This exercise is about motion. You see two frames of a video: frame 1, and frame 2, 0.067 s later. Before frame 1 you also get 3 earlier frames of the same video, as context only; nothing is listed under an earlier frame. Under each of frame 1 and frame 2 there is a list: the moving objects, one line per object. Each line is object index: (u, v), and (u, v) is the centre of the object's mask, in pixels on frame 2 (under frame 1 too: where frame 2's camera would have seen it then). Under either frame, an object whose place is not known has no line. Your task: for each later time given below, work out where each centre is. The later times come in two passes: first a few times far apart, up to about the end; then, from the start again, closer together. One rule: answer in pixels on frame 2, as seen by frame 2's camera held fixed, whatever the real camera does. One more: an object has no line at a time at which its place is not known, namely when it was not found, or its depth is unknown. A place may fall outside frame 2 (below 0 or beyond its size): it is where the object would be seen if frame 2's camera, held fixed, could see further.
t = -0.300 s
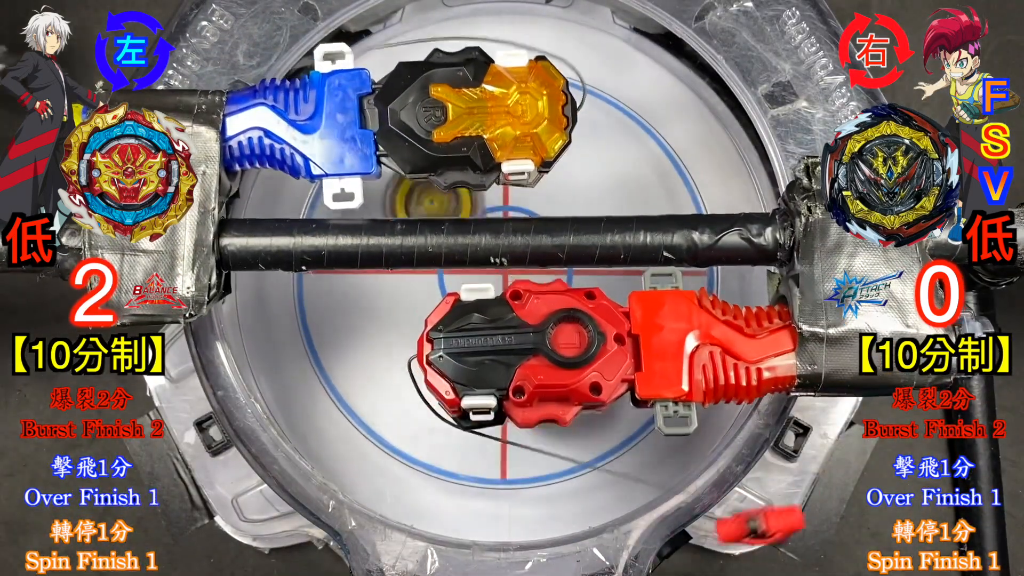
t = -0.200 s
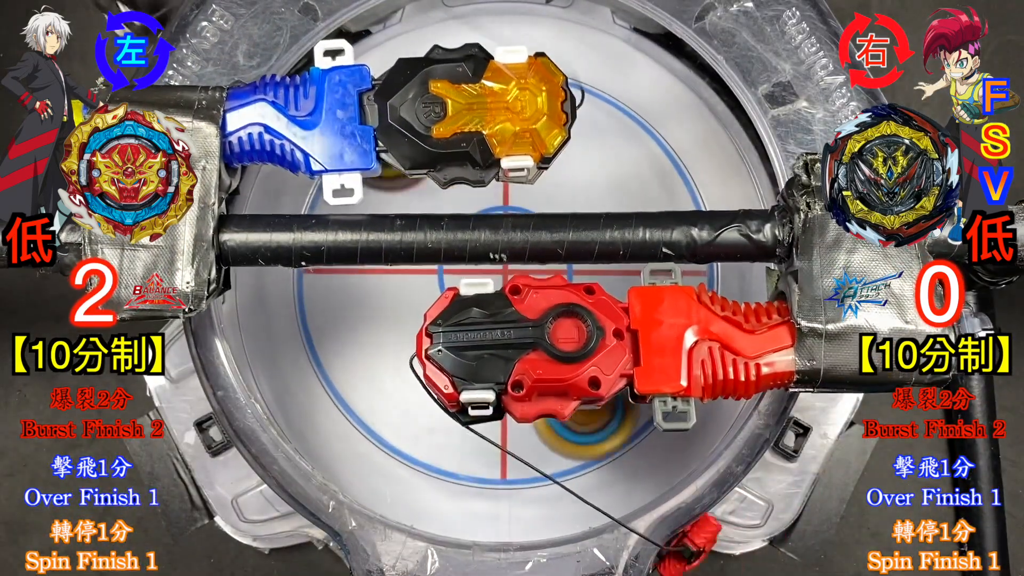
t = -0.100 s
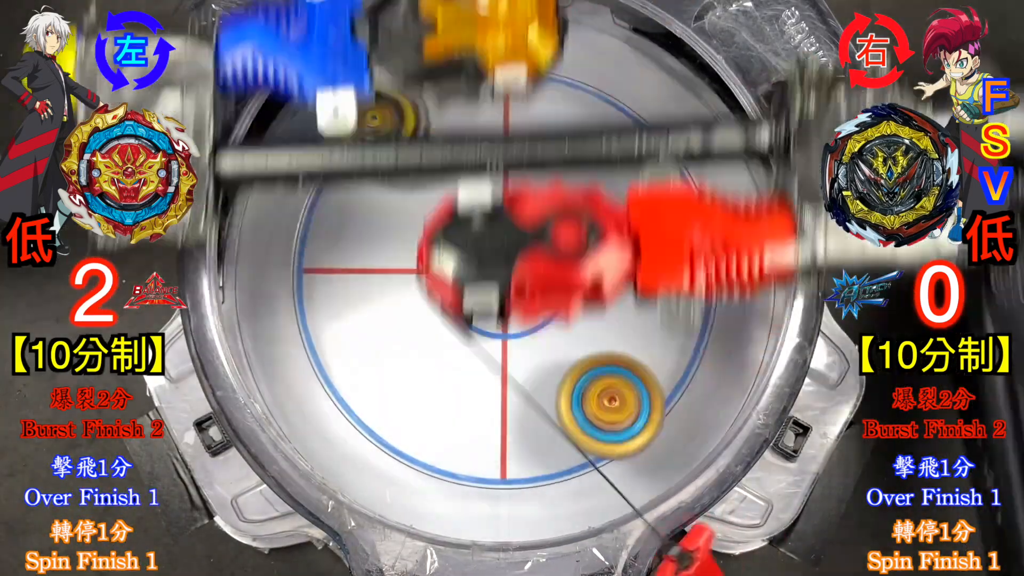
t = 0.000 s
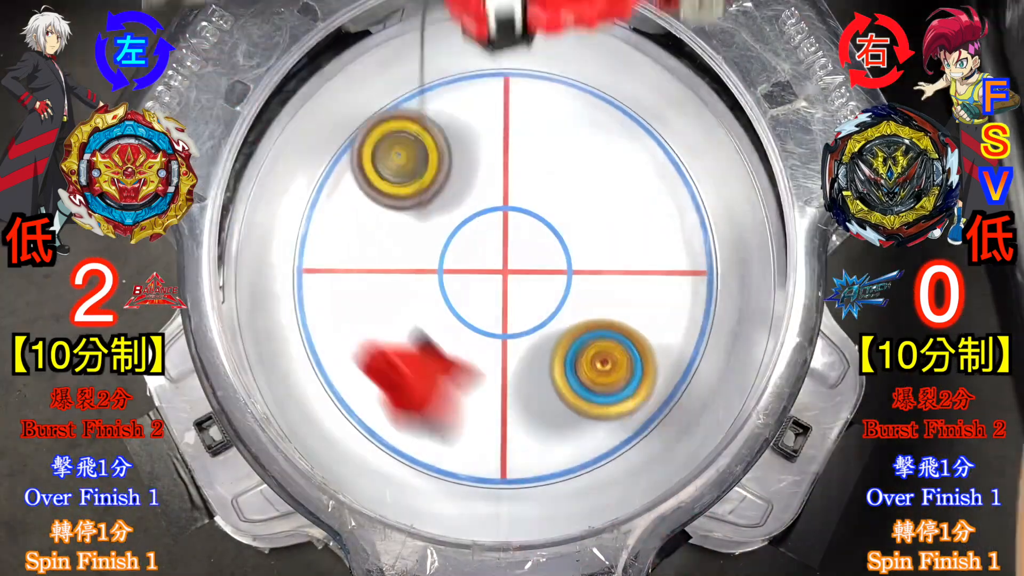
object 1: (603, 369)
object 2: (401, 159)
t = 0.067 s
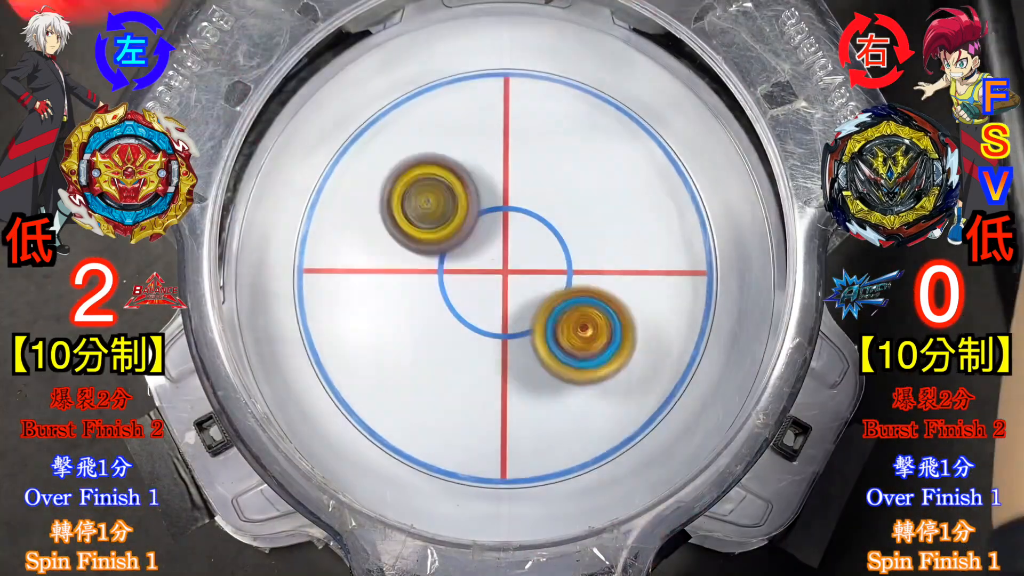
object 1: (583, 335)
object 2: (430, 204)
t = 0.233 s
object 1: (686, 313)
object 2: (395, 304)
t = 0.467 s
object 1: (615, 351)
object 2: (399, 379)
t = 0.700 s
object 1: (654, 275)
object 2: (357, 370)
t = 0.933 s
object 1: (674, 292)
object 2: (438, 287)
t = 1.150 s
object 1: (598, 411)
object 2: (452, 167)
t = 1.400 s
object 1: (507, 403)
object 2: (381, 151)
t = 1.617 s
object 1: (562, 375)
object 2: (339, 152)
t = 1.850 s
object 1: (641, 352)
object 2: (405, 224)
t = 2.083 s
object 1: (611, 237)
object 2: (491, 379)
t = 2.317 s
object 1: (663, 188)
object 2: (530, 355)
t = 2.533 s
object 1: (683, 236)
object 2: (518, 203)
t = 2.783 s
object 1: (616, 320)
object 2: (353, 156)
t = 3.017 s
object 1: (511, 273)
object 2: (302, 326)
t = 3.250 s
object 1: (710, 167)
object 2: (551, 385)
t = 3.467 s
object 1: (616, 178)
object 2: (740, 270)
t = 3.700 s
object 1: (346, 75)
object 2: (635, 205)
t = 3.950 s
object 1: (317, 217)
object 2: (413, 179)
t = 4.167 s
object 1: (356, 377)
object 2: (468, 305)
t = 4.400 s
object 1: (488, 355)
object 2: (646, 332)
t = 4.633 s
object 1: (468, 110)
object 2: (672, 202)
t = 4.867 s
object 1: (511, 108)
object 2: (576, 300)
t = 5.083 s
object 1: (413, 313)
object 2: (504, 508)
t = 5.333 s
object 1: (275, 205)
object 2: (497, 459)
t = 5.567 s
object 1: (343, 104)
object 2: (550, 219)
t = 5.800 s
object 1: (399, 182)
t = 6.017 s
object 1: (426, 317)
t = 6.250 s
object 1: (354, 381)
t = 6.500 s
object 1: (301, 280)
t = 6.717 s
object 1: (438, 157)
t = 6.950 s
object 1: (605, 150)
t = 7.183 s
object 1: (653, 306)
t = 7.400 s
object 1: (659, 166)
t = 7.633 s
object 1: (614, 172)
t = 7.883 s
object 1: (590, 178)
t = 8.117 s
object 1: (599, 158)
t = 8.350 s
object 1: (503, 204)
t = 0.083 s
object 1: (578, 326)
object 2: (437, 218)
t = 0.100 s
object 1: (573, 318)
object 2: (445, 231)
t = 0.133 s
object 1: (562, 303)
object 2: (463, 260)
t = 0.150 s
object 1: (578, 302)
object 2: (456, 269)
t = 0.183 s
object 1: (621, 304)
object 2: (428, 282)
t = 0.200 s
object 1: (643, 306)
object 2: (415, 289)
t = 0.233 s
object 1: (686, 313)
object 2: (395, 304)
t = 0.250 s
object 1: (707, 319)
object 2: (387, 311)
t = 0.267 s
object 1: (724, 324)
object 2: (379, 318)
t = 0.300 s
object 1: (731, 330)
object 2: (367, 332)
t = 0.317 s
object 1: (724, 334)
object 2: (365, 339)
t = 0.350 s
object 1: (706, 339)
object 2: (363, 352)
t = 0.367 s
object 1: (697, 341)
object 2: (364, 358)
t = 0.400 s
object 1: (672, 344)
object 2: (369, 367)
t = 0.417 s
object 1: (658, 346)
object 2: (375, 371)
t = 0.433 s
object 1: (646, 349)
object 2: (382, 374)
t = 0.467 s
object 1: (615, 351)
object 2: (399, 379)
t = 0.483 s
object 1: (600, 350)
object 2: (409, 381)
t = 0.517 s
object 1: (566, 349)
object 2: (433, 381)
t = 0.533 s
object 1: (549, 347)
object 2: (447, 380)
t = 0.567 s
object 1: (569, 331)
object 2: (421, 384)
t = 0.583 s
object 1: (580, 324)
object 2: (409, 385)
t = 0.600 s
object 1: (590, 315)
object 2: (398, 385)
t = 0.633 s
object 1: (613, 299)
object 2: (379, 382)
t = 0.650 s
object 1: (622, 292)
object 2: (372, 380)
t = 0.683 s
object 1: (644, 279)
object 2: (360, 374)
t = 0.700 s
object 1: (654, 275)
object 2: (357, 370)
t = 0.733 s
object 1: (676, 268)
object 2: (355, 360)
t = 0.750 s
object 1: (686, 267)
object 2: (355, 355)
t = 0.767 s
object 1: (697, 265)
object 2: (357, 348)
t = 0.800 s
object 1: (710, 266)
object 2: (366, 336)
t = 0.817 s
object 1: (712, 266)
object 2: (372, 330)
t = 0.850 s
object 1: (710, 271)
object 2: (387, 317)
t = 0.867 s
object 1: (705, 274)
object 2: (396, 310)
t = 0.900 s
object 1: (691, 282)
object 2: (416, 299)
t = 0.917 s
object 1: (682, 286)
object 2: (427, 293)
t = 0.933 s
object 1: (674, 292)
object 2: (438, 287)
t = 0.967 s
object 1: (653, 299)
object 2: (461, 279)
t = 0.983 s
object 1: (640, 304)
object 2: (472, 275)
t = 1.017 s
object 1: (616, 310)
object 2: (493, 268)
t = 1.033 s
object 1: (600, 315)
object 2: (502, 264)
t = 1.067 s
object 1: (597, 340)
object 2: (494, 239)
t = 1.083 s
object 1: (599, 355)
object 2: (487, 224)
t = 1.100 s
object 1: (600, 372)
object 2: (478, 208)
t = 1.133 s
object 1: (600, 398)
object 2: (460, 180)
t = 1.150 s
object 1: (598, 411)
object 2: (452, 167)
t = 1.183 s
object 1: (594, 431)
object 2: (434, 145)
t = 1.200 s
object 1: (589, 439)
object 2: (426, 135)
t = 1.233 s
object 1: (581, 451)
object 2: (410, 120)
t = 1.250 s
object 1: (574, 453)
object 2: (403, 115)
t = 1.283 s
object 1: (562, 454)
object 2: (392, 110)
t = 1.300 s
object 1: (554, 451)
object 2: (388, 110)
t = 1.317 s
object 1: (548, 447)
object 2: (385, 113)
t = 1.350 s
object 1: (532, 433)
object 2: (381, 123)
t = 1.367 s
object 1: (523, 426)
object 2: (380, 131)
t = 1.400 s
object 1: (507, 403)
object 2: (381, 151)
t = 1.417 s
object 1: (498, 390)
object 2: (383, 163)
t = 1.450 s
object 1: (482, 362)
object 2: (389, 190)
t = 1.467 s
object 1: (476, 344)
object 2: (393, 205)
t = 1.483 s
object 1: (470, 328)
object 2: (398, 221)
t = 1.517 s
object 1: (480, 325)
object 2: (389, 219)
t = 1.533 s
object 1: (493, 336)
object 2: (378, 206)
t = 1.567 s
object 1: (522, 354)
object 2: (359, 181)
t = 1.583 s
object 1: (535, 362)
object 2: (352, 170)
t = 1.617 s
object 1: (562, 375)
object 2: (339, 152)
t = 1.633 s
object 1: (573, 378)
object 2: (336, 146)
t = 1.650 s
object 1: (587, 382)
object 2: (334, 143)
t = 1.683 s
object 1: (607, 385)
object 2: (334, 141)
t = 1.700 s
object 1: (616, 387)
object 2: (336, 142)
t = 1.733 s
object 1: (631, 384)
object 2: (346, 151)
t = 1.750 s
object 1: (636, 382)
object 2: (352, 158)
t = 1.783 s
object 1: (643, 375)
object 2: (367, 177)
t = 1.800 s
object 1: (644, 370)
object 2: (376, 187)
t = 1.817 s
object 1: (645, 365)
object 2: (385, 199)
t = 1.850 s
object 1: (641, 352)
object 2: (405, 224)
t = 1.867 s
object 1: (637, 347)
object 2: (416, 237)
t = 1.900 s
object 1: (628, 332)
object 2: (438, 264)
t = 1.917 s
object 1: (621, 325)
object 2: (449, 278)
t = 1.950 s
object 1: (605, 310)
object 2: (472, 303)
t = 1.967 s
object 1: (596, 301)
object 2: (484, 314)
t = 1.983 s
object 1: (591, 293)
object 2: (491, 326)
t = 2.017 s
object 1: (600, 273)
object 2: (490, 347)
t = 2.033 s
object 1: (603, 263)
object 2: (489, 356)
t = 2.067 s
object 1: (608, 246)
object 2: (491, 373)
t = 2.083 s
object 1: (611, 237)
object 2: (491, 379)
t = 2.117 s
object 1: (614, 223)
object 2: (494, 390)
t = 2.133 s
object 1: (616, 218)
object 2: (496, 393)
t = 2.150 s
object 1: (619, 212)
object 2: (497, 394)
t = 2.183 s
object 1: (626, 201)
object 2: (503, 396)
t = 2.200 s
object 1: (631, 199)
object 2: (505, 394)
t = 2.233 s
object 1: (641, 193)
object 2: (511, 389)
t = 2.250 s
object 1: (646, 190)
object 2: (515, 384)
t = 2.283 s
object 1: (656, 188)
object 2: (522, 372)
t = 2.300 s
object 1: (661, 188)
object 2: (526, 363)
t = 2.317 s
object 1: (663, 188)
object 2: (530, 355)
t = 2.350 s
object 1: (669, 191)
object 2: (539, 335)
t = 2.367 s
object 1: (671, 193)
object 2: (542, 324)
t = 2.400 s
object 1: (671, 200)
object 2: (550, 300)
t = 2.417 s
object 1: (670, 205)
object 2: (552, 286)
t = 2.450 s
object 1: (665, 215)
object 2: (558, 260)
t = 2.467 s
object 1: (661, 219)
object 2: (558, 245)
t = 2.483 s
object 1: (665, 224)
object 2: (551, 234)
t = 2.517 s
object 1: (678, 233)
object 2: (528, 212)
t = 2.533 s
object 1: (683, 236)
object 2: (518, 203)
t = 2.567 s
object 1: (689, 246)
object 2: (493, 182)
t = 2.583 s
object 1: (690, 253)
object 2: (482, 174)
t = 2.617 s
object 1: (689, 265)
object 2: (457, 159)
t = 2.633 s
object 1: (686, 269)
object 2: (445, 153)
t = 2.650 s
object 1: (683, 277)
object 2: (433, 148)
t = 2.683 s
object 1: (673, 289)
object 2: (409, 142)
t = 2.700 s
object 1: (666, 294)
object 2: (398, 141)
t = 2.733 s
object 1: (649, 305)
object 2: (377, 143)
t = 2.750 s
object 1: (639, 312)
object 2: (368, 146)
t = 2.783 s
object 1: (616, 320)
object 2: (353, 156)
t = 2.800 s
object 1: (604, 323)
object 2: (346, 162)
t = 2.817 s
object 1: (591, 327)
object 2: (341, 171)
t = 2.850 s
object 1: (564, 333)
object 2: (334, 190)
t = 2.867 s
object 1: (550, 334)
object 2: (333, 202)
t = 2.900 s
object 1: (522, 334)
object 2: (334, 228)
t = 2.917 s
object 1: (507, 332)
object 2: (336, 241)
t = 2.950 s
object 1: (481, 319)
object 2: (345, 272)
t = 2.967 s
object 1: (469, 308)
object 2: (352, 287)
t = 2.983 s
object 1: (464, 295)
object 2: (354, 302)
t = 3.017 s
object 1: (511, 273)
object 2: (302, 326)
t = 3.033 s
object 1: (533, 261)
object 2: (283, 338)
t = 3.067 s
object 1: (574, 236)
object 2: (286, 353)
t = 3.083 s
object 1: (595, 224)
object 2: (300, 359)
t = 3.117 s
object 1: (631, 201)
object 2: (342, 371)
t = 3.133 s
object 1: (647, 189)
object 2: (366, 378)
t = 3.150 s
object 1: (663, 181)
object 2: (391, 381)
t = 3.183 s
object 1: (687, 165)
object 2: (442, 389)
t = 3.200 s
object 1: (696, 162)
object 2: (471, 390)
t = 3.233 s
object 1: (707, 164)
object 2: (525, 388)
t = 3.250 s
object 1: (710, 167)
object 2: (551, 385)
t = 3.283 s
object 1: (713, 169)
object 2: (604, 375)
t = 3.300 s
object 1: (713, 174)
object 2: (629, 366)
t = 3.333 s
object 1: (711, 181)
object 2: (675, 348)
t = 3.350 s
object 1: (709, 187)
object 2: (696, 337)
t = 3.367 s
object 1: (704, 192)
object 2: (712, 322)
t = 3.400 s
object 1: (690, 201)
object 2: (740, 297)
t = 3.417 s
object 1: (679, 200)
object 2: (744, 287)
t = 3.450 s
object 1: (643, 188)
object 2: (739, 271)
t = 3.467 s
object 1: (616, 178)
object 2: (740, 270)
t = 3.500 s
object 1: (558, 157)
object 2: (739, 264)
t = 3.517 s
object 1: (536, 145)
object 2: (737, 261)
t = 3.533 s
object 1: (511, 137)
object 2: (735, 257)
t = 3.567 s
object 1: (469, 115)
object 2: (726, 249)
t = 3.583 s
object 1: (449, 107)
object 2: (719, 245)
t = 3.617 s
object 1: (414, 89)
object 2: (701, 233)
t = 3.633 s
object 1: (398, 83)
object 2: (690, 228)
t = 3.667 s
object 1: (368, 74)
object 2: (664, 216)
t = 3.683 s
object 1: (354, 74)
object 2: (650, 211)
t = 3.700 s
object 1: (346, 75)
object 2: (635, 205)
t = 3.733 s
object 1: (327, 84)
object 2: (604, 195)
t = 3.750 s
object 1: (322, 89)
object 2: (587, 189)
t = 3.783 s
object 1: (310, 103)
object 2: (555, 179)
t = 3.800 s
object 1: (307, 110)
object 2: (538, 174)
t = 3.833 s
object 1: (301, 129)
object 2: (505, 167)
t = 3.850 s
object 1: (300, 137)
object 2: (487, 164)
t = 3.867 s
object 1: (301, 147)
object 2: (471, 163)
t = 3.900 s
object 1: (311, 174)
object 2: (440, 166)
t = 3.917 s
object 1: (317, 189)
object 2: (425, 169)
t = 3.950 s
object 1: (317, 217)
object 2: (413, 179)
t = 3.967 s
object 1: (308, 233)
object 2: (416, 185)
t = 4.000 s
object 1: (300, 263)
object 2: (422, 199)
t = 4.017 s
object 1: (295, 279)
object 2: (426, 207)
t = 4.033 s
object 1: (294, 293)
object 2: (430, 217)
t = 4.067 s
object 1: (302, 320)
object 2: (436, 237)
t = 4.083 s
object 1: (309, 332)
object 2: (440, 248)
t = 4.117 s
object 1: (324, 353)
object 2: (449, 271)
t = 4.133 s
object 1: (334, 364)
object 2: (454, 283)
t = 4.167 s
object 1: (356, 377)
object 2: (468, 305)
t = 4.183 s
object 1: (367, 384)
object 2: (475, 315)
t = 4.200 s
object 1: (381, 388)
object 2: (485, 325)
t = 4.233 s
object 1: (410, 391)
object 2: (503, 340)
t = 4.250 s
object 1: (426, 392)
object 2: (513, 346)
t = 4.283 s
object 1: (448, 394)
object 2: (543, 352)
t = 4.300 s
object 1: (454, 392)
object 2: (560, 352)
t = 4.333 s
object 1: (470, 389)
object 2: (592, 351)
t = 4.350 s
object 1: (476, 381)
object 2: (607, 346)
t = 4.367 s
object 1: (480, 374)
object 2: (623, 342)
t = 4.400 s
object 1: (488, 355)
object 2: (646, 332)
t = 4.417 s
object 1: (487, 340)
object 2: (656, 324)
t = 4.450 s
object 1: (485, 314)
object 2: (674, 309)
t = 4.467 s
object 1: (482, 298)
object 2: (679, 301)
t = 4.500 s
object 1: (473, 263)
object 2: (689, 282)
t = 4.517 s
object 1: (469, 245)
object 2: (691, 274)
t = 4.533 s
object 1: (466, 227)
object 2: (691, 263)
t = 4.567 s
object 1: (460, 188)
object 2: (690, 243)
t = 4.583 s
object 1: (461, 169)
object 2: (687, 233)
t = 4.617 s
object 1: (464, 130)
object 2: (678, 211)
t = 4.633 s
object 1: (468, 110)
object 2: (672, 202)
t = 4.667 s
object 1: (484, 74)
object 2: (657, 181)
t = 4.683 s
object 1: (495, 59)
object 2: (649, 171)
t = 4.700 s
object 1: (507, 48)
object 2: (639, 163)
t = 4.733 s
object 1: (532, 40)
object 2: (617, 146)
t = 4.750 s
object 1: (545, 46)
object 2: (606, 139)
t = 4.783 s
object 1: (550, 40)
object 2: (594, 167)
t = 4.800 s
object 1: (541, 47)
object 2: (593, 195)
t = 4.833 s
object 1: (526, 75)
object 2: (585, 249)
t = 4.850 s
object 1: (518, 91)
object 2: (581, 275)
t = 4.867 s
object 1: (511, 108)
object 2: (576, 300)
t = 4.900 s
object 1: (496, 143)
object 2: (566, 348)
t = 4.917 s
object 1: (488, 161)
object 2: (560, 372)
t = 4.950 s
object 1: (475, 201)
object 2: (548, 414)
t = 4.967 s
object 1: (469, 220)
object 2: (542, 433)
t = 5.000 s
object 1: (457, 256)
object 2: (529, 469)
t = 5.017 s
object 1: (450, 272)
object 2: (523, 482)
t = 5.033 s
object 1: (440, 284)
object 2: (517, 492)
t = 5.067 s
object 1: (422, 307)
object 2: (508, 504)
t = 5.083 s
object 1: (413, 313)
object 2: (504, 508)
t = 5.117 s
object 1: (389, 323)
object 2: (497, 513)
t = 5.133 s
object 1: (377, 322)
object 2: (494, 514)
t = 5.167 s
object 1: (352, 318)
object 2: (491, 515)
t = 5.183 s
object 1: (339, 313)
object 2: (489, 515)
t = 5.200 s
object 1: (327, 304)
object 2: (488, 513)
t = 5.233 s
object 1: (304, 282)
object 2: (487, 508)
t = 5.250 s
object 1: (295, 268)
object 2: (488, 504)
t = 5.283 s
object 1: (285, 244)
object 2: (490, 492)
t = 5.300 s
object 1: (280, 231)
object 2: (493, 484)
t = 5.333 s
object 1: (275, 205)
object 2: (497, 459)
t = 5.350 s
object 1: (275, 192)
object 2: (500, 444)
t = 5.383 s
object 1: (278, 169)
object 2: (507, 409)
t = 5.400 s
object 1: (281, 159)
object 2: (512, 391)
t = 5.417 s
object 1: (285, 150)
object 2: (516, 374)
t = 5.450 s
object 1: (293, 134)
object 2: (524, 338)
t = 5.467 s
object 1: (298, 128)
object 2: (529, 320)
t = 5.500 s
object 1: (310, 116)
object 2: (536, 284)
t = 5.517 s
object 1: (317, 112)
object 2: (540, 267)
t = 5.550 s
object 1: (332, 106)
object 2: (547, 234)
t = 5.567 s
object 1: (343, 104)
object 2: (550, 219)
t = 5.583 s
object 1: (354, 104)
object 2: (551, 204)
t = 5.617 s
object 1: (377, 106)
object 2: (550, 178)
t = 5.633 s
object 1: (389, 109)
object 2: (548, 166)
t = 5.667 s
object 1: (415, 118)
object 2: (541, 145)
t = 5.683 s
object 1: (429, 125)
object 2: (537, 137)
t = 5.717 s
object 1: (424, 139)
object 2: (561, 126)
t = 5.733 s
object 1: (417, 146)
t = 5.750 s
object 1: (411, 154)
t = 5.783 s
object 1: (402, 172)
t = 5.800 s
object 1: (399, 182)
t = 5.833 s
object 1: (396, 203)
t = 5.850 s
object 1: (395, 215)
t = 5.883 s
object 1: (399, 237)
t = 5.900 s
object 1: (401, 248)
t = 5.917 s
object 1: (404, 259)
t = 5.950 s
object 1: (412, 280)
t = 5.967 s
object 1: (417, 290)
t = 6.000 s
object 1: (425, 309)
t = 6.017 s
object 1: (426, 317)
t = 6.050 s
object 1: (426, 333)
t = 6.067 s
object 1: (425, 340)
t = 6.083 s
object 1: (421, 347)
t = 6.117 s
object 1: (412, 359)
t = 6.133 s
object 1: (408, 364)
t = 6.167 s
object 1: (392, 373)
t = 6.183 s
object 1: (384, 376)
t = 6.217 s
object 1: (368, 380)
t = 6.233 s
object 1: (361, 381)
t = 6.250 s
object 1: (354, 381)
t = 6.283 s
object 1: (345, 377)
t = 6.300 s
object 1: (343, 374)
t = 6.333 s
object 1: (335, 368)
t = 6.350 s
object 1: (327, 365)
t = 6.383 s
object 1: (315, 354)
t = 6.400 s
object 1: (311, 346)
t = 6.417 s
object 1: (307, 336)
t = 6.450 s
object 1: (300, 315)
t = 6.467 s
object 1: (299, 303)
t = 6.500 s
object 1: (301, 280)
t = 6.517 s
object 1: (304, 266)
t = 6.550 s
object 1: (315, 239)
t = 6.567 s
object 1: (323, 226)
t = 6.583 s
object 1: (332, 214)
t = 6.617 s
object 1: (354, 193)
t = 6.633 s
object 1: (366, 184)
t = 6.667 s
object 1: (393, 169)
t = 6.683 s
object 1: (408, 164)
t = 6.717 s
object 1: (438, 157)
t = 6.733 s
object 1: (454, 157)
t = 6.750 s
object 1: (472, 161)
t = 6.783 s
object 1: (507, 177)
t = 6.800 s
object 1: (524, 189)
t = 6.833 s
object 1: (550, 196)
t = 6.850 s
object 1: (559, 183)
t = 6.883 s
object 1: (573, 163)
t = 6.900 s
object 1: (580, 155)
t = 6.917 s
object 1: (588, 151)
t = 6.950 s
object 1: (605, 150)
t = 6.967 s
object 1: (613, 154)
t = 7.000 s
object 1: (629, 167)
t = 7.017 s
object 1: (636, 177)
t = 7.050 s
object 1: (650, 201)
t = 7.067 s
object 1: (654, 214)
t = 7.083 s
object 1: (658, 227)
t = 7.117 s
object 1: (661, 254)
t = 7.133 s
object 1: (661, 267)
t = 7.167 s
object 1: (657, 293)
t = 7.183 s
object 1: (653, 306)
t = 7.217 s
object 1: (646, 325)
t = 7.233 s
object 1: (652, 307)
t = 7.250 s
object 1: (658, 289)
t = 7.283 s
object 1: (667, 255)
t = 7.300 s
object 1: (669, 240)
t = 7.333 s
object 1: (668, 211)
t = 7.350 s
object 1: (667, 197)
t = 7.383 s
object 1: (662, 175)
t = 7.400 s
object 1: (659, 166)
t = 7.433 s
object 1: (655, 153)
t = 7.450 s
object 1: (653, 150)
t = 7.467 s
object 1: (650, 147)
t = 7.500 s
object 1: (647, 144)
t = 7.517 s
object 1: (645, 145)
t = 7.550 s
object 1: (639, 148)
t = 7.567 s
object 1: (636, 150)
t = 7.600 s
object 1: (627, 161)
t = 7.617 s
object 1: (620, 167)
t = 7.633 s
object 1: (614, 172)
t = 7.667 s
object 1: (600, 186)
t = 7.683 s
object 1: (591, 192)
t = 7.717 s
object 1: (575, 208)
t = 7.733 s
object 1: (566, 217)
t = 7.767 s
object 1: (545, 234)
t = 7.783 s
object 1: (535, 241)
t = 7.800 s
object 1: (546, 229)
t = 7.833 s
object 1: (565, 207)
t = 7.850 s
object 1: (574, 197)
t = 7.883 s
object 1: (590, 178)
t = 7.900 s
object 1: (595, 172)
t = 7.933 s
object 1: (603, 160)
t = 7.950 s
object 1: (606, 156)
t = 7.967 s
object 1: (609, 151)
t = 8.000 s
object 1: (611, 148)
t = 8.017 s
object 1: (612, 147)
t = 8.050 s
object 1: (610, 146)
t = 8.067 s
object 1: (609, 148)
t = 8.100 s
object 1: (603, 154)
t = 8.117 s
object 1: (599, 158)
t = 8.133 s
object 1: (594, 162)
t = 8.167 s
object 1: (586, 172)
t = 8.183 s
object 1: (579, 179)
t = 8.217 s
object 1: (565, 192)
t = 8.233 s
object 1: (557, 198)
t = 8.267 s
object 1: (542, 213)
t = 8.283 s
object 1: (533, 219)
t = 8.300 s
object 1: (525, 224)
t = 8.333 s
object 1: (509, 213)
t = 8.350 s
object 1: (503, 204)
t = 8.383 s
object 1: (488, 180)
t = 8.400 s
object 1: (482, 166)
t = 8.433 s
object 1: (474, 141)
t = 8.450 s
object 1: (470, 127)
